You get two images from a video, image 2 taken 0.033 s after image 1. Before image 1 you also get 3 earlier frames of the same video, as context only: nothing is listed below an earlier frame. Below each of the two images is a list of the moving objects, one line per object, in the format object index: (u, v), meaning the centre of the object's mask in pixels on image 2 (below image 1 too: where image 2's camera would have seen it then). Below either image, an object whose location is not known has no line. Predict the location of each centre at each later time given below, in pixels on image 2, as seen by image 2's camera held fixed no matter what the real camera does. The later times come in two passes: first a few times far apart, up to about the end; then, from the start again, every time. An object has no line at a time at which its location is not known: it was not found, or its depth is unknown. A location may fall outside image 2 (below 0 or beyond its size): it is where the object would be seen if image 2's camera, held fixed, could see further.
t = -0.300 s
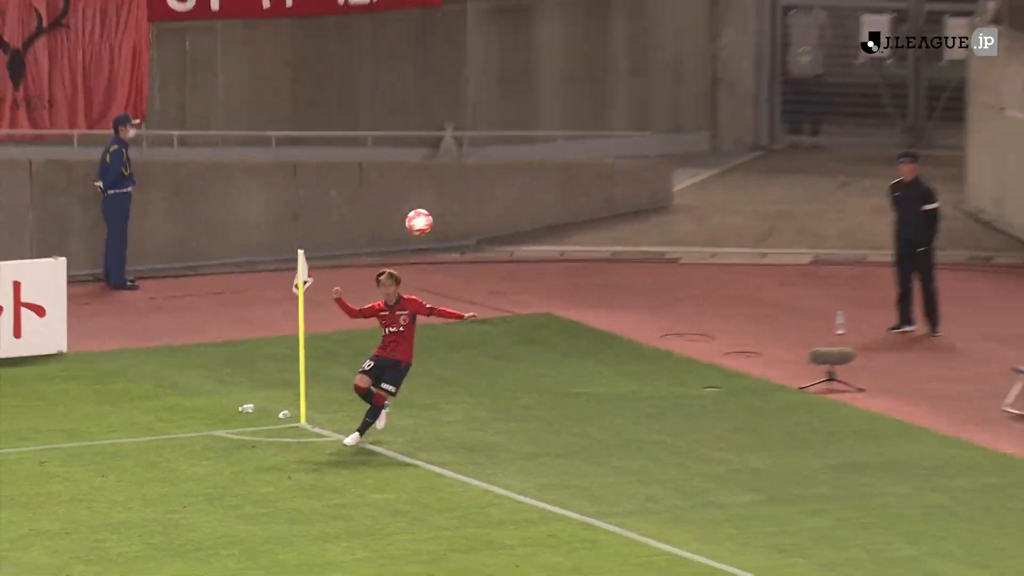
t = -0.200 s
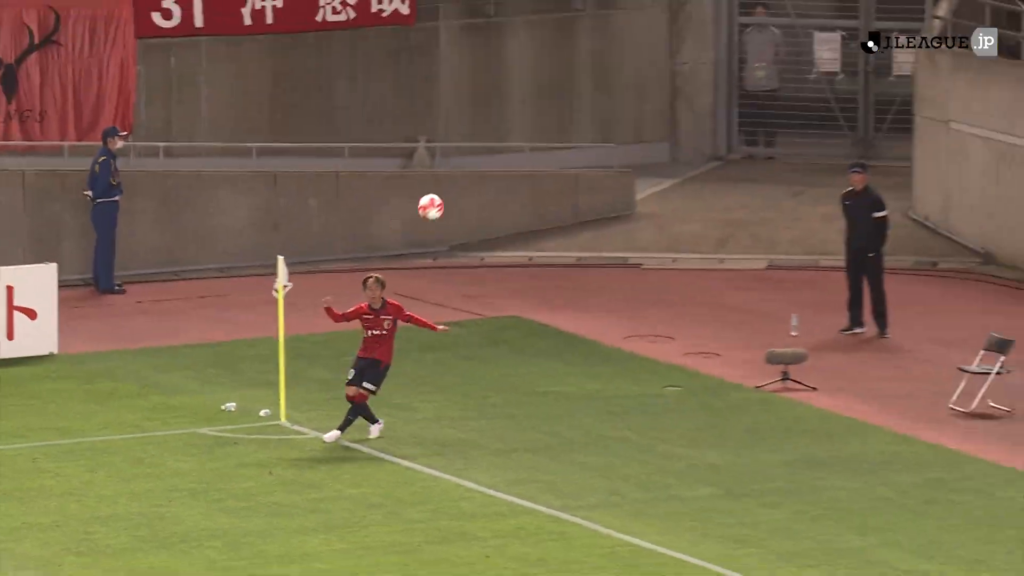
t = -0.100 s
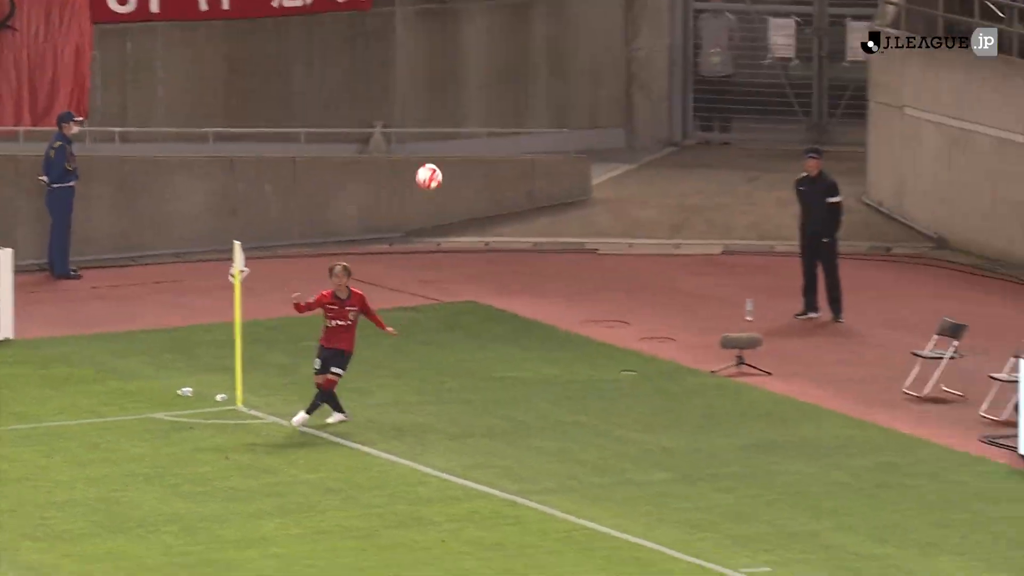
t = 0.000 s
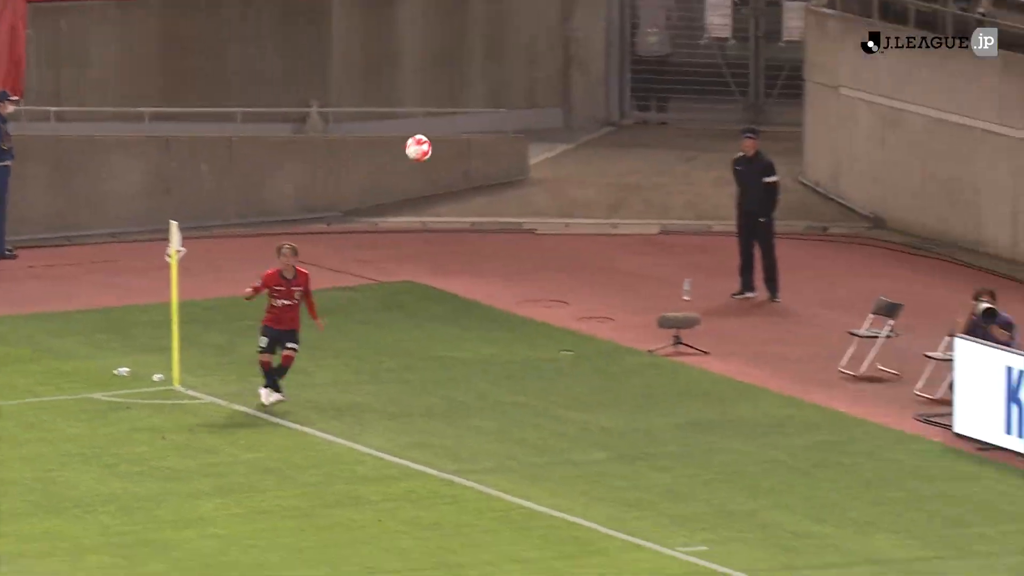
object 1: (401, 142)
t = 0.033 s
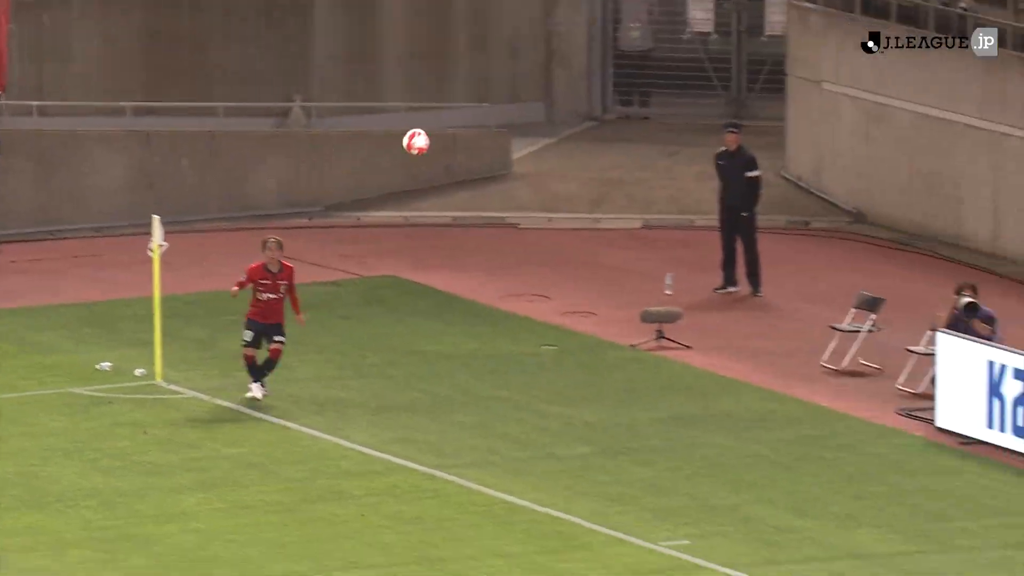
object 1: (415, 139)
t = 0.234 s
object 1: (532, 150)
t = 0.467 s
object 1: (697, 210)
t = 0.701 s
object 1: (867, 308)
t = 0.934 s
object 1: (1035, 432)
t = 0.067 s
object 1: (437, 140)
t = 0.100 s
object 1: (452, 139)
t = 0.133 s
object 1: (474, 143)
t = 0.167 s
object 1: (491, 145)
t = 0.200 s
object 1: (514, 147)
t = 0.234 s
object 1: (532, 150)
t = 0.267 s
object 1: (556, 159)
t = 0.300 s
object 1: (576, 165)
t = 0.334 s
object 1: (601, 172)
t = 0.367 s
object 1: (620, 177)
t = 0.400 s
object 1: (648, 190)
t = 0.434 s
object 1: (669, 199)
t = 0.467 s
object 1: (697, 210)
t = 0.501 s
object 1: (718, 221)
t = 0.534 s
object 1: (739, 231)
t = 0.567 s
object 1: (769, 247)
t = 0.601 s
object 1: (791, 260)
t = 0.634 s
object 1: (821, 277)
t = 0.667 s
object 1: (843, 290)
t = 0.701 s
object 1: (867, 308)
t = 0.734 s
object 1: (891, 324)
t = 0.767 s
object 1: (923, 347)
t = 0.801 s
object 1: (947, 367)
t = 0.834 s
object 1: (965, 379)
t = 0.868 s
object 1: (991, 398)
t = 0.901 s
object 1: (1016, 418)
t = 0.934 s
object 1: (1035, 432)
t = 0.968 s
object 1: (1052, 447)
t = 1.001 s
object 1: (1070, 462)
